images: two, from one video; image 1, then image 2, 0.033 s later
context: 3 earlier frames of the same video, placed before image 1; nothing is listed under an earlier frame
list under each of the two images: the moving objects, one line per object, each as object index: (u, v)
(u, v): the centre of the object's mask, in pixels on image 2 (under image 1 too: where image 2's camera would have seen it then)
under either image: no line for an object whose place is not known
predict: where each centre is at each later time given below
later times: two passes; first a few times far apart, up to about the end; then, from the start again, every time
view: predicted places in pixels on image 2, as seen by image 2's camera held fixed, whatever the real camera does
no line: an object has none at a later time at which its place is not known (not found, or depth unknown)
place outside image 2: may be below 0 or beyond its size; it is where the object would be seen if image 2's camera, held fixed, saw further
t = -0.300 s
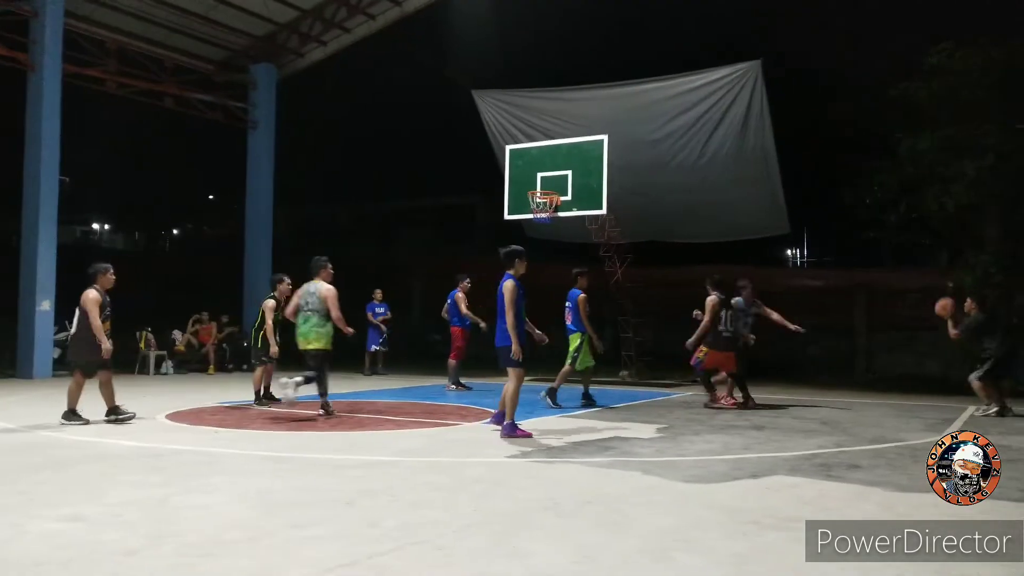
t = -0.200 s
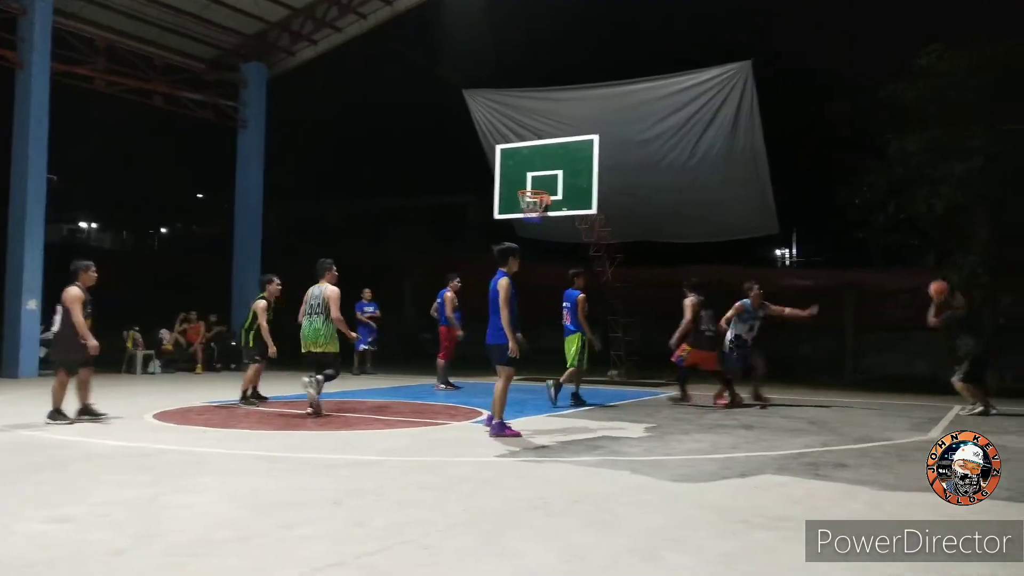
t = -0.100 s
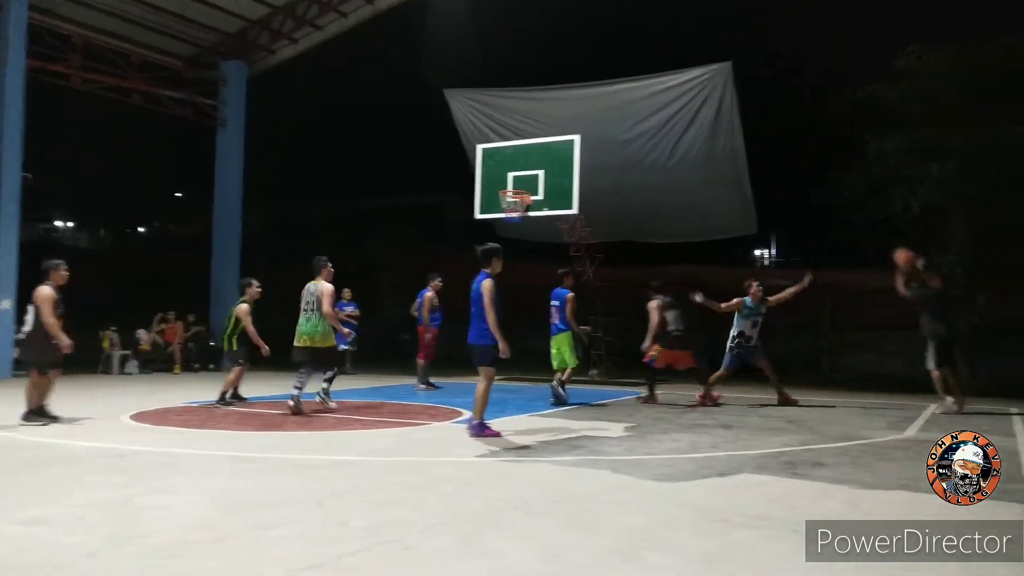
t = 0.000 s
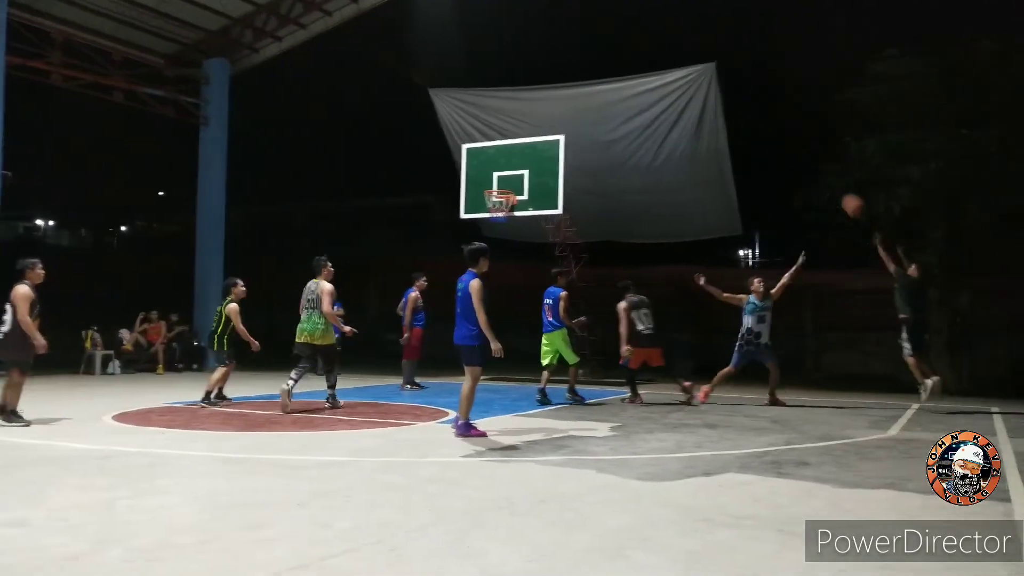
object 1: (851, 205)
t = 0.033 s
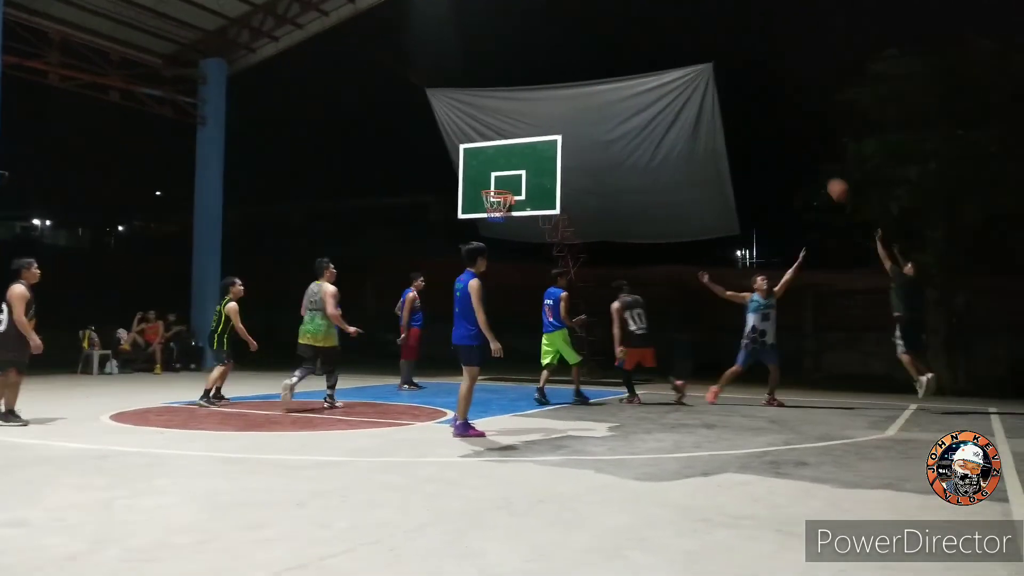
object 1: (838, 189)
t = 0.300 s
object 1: (749, 96)
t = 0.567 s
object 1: (671, 60)
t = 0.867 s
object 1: (593, 79)
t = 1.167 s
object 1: (525, 151)
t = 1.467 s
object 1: (479, 140)
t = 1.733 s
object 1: (446, 111)
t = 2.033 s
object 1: (408, 131)
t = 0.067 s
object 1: (826, 174)
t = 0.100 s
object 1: (814, 160)
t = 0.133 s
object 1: (803, 146)
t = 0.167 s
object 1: (791, 134)
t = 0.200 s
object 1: (780, 122)
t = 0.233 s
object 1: (770, 113)
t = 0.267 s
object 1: (760, 104)
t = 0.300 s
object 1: (749, 96)
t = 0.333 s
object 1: (739, 89)
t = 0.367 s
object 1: (729, 82)
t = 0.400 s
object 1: (719, 77)
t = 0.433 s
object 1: (710, 72)
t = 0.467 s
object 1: (699, 66)
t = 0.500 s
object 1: (690, 63)
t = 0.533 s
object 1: (680, 61)
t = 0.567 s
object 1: (671, 60)
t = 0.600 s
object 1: (662, 61)
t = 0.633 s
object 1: (653, 60)
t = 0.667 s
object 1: (644, 61)
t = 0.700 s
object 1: (636, 63)
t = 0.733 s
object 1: (627, 65)
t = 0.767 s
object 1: (618, 67)
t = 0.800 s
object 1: (610, 70)
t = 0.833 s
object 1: (602, 74)
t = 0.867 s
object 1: (593, 79)
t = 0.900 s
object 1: (586, 84)
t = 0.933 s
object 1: (578, 91)
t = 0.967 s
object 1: (571, 98)
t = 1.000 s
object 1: (563, 105)
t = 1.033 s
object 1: (555, 113)
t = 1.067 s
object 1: (548, 121)
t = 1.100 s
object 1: (540, 130)
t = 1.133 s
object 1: (533, 140)
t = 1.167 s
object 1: (525, 151)
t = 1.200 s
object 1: (519, 161)
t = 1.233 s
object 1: (511, 172)
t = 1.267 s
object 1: (504, 184)
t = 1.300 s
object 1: (500, 183)
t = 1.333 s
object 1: (495, 171)
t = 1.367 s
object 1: (490, 162)
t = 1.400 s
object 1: (487, 155)
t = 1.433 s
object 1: (483, 148)
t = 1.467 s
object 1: (479, 140)
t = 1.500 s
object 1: (474, 135)
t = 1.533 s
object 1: (470, 129)
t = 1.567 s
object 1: (466, 125)
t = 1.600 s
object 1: (463, 121)
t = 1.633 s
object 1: (458, 117)
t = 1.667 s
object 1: (454, 114)
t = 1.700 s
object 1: (450, 112)
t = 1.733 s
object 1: (446, 111)
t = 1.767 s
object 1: (441, 110)
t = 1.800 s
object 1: (437, 110)
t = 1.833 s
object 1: (433, 111)
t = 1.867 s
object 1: (429, 113)
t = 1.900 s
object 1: (425, 115)
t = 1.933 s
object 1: (421, 118)
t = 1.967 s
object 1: (416, 121)
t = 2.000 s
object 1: (412, 126)
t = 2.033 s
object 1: (408, 131)
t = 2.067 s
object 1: (403, 136)
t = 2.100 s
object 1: (399, 142)
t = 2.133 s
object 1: (395, 149)
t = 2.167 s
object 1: (390, 156)
